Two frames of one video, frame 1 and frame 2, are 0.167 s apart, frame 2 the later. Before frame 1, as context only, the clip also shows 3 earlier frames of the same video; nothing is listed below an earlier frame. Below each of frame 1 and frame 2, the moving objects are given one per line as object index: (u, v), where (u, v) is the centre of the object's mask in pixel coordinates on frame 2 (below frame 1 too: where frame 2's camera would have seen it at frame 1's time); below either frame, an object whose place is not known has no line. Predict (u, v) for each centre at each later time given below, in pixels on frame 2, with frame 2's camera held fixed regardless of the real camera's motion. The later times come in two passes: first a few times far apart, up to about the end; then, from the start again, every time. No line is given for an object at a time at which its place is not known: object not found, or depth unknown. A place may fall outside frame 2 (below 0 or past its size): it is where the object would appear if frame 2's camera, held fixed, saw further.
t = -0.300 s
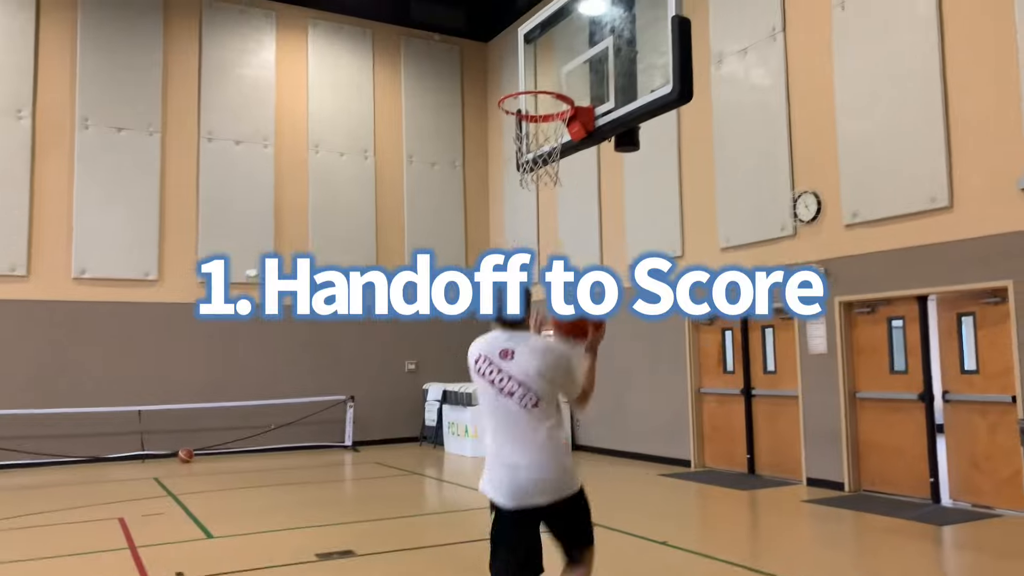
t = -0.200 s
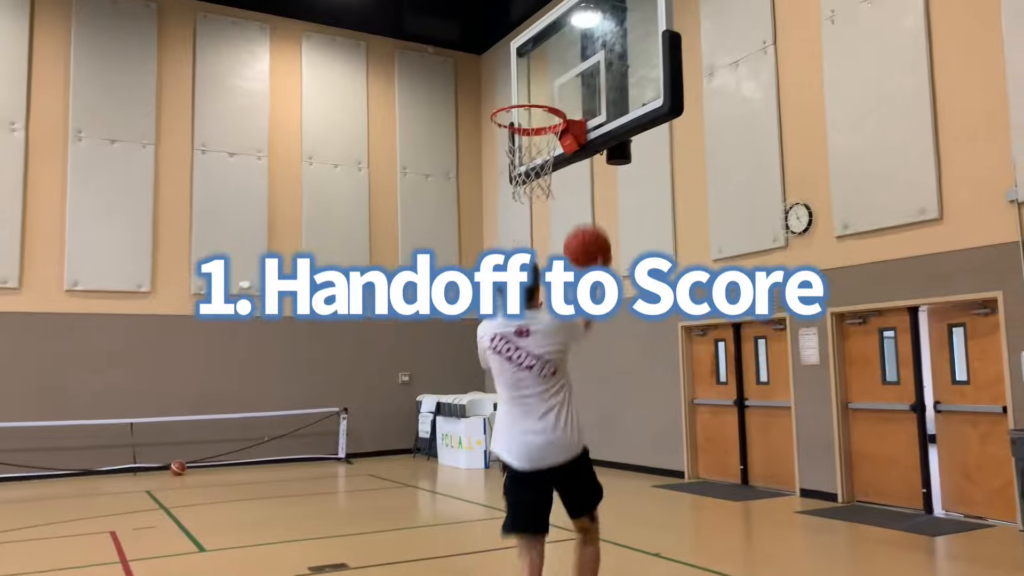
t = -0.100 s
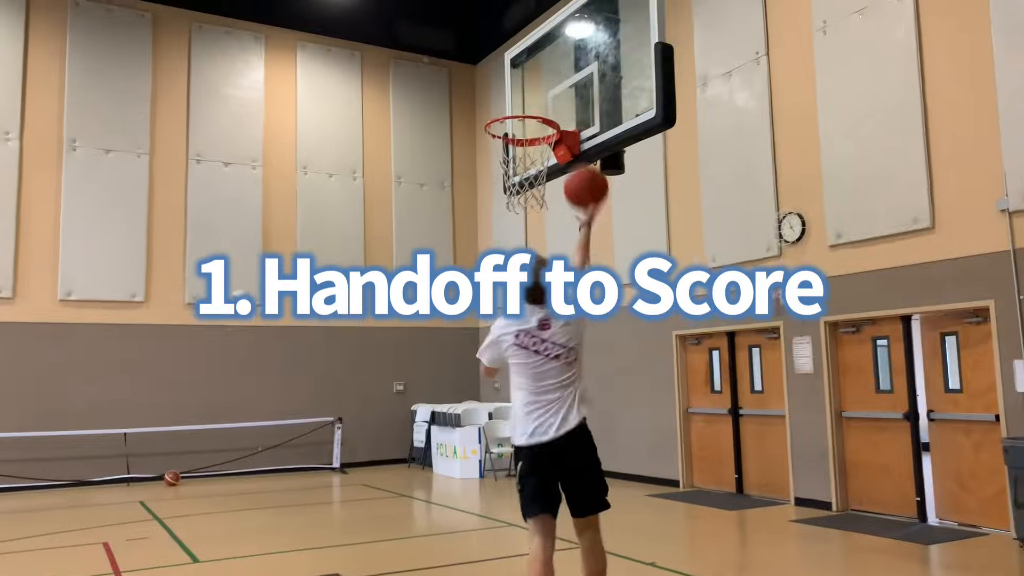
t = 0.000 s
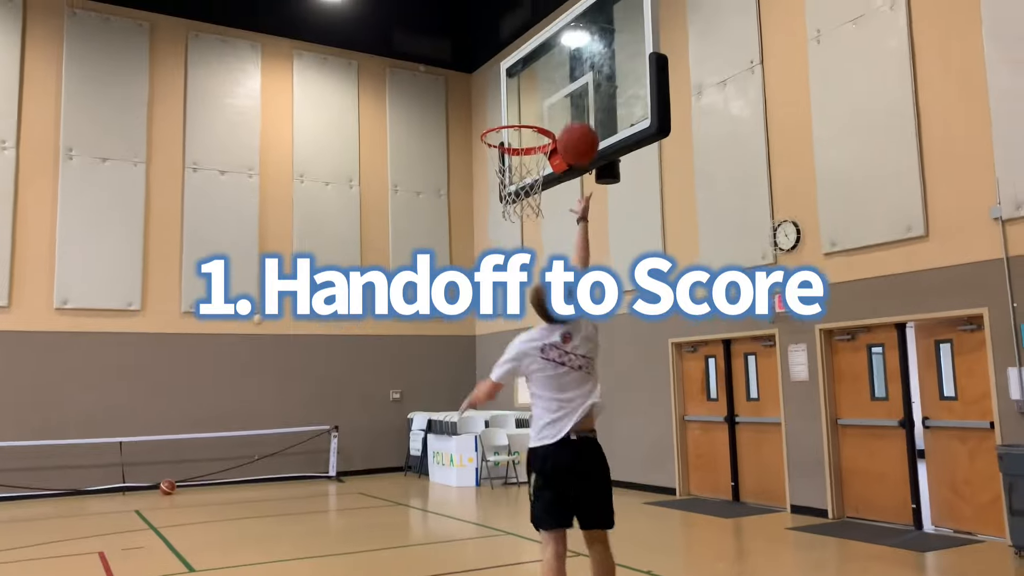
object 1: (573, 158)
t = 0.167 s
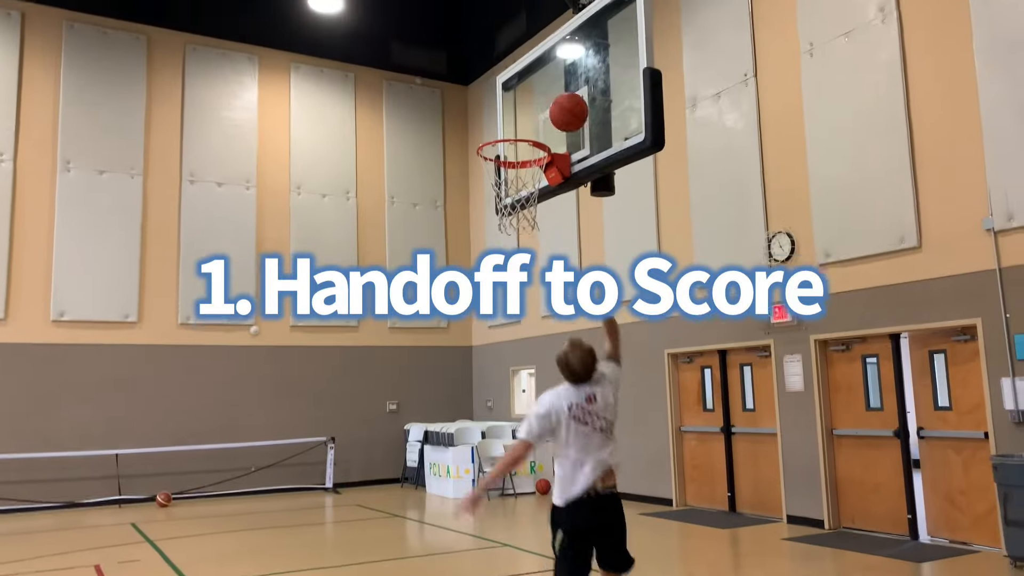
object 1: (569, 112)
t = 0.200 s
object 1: (568, 110)
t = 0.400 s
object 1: (546, 108)
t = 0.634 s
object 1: (506, 161)
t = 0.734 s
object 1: (492, 197)
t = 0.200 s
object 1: (568, 110)
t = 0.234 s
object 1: (567, 108)
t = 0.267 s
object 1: (567, 108)
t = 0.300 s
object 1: (565, 108)
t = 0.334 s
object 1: (558, 106)
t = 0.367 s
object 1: (552, 107)
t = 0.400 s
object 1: (546, 108)
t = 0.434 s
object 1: (540, 111)
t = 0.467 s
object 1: (535, 115)
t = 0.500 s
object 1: (529, 122)
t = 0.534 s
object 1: (523, 127)
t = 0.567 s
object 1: (518, 139)
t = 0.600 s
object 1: (511, 151)
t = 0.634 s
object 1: (506, 161)
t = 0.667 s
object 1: (501, 176)
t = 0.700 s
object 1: (496, 188)
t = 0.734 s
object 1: (492, 197)
